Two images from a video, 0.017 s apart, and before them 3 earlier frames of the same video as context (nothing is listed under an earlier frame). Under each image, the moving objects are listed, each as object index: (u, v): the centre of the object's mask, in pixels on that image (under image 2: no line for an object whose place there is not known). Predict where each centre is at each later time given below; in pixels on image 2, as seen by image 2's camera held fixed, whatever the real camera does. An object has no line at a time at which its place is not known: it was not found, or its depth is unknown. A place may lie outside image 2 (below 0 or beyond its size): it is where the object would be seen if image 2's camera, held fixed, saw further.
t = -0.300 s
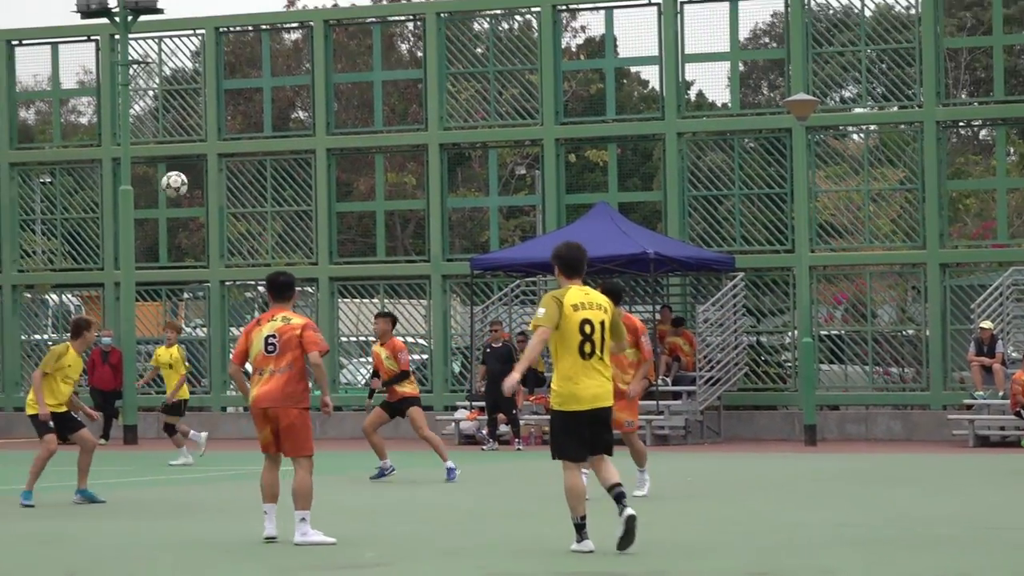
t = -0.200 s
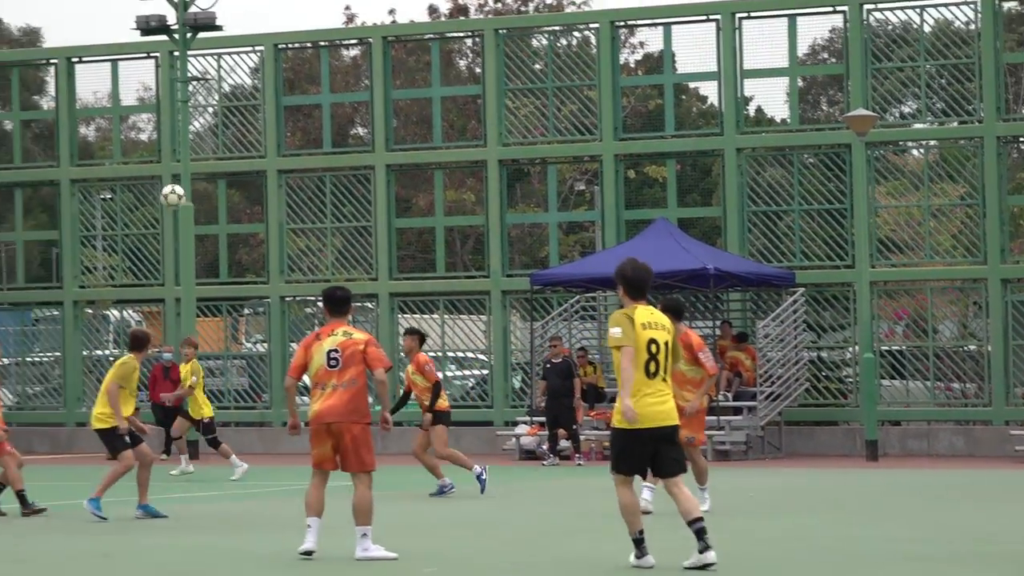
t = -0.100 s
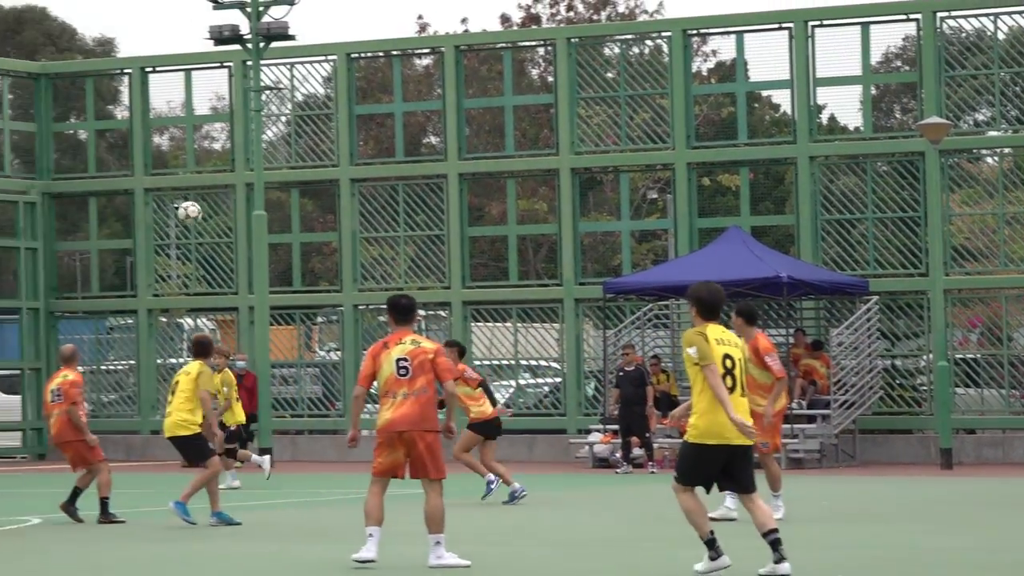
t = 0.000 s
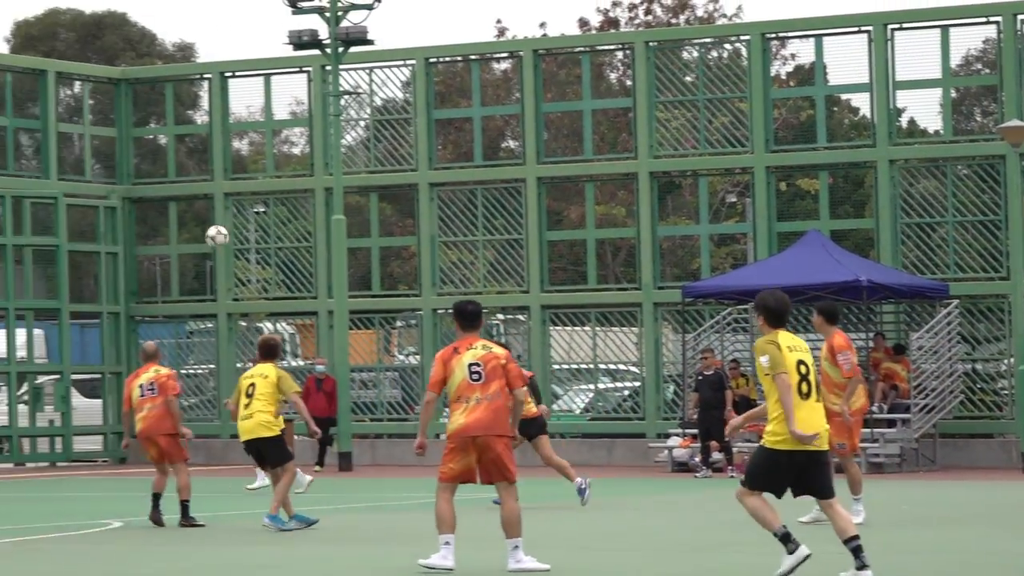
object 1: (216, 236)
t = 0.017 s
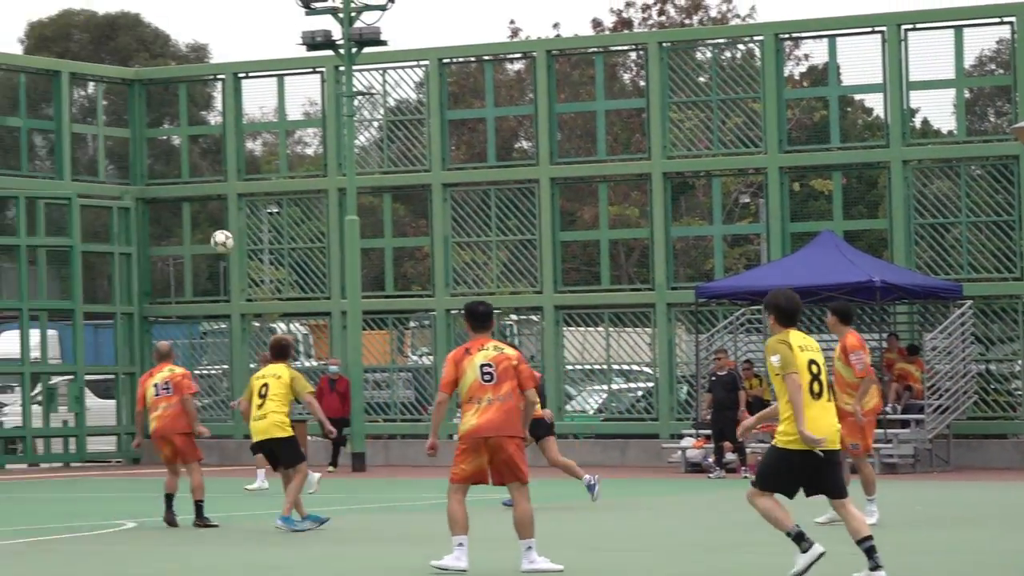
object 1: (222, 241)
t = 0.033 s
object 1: (215, 246)
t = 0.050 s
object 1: (207, 250)
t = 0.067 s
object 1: (199, 255)
